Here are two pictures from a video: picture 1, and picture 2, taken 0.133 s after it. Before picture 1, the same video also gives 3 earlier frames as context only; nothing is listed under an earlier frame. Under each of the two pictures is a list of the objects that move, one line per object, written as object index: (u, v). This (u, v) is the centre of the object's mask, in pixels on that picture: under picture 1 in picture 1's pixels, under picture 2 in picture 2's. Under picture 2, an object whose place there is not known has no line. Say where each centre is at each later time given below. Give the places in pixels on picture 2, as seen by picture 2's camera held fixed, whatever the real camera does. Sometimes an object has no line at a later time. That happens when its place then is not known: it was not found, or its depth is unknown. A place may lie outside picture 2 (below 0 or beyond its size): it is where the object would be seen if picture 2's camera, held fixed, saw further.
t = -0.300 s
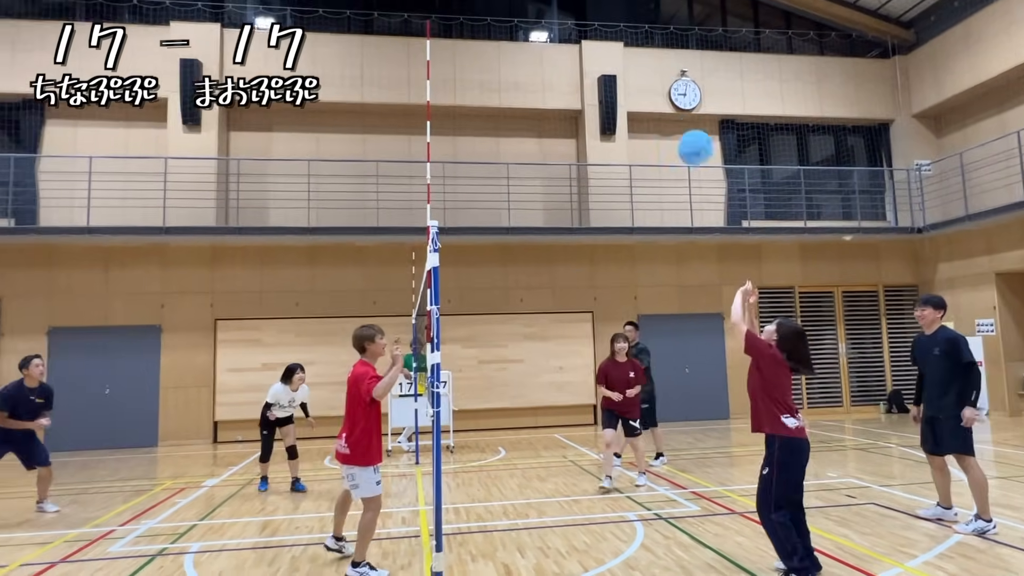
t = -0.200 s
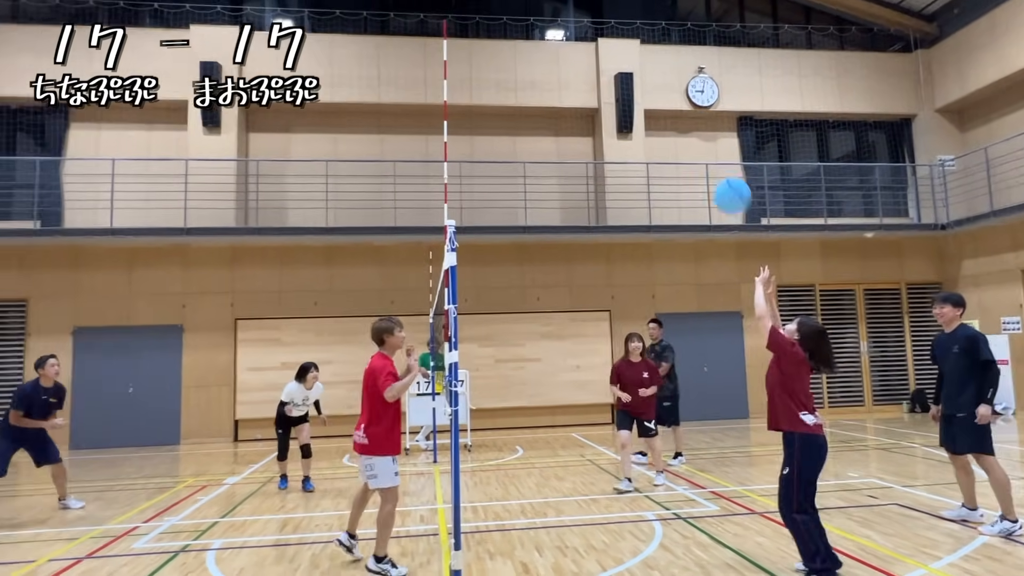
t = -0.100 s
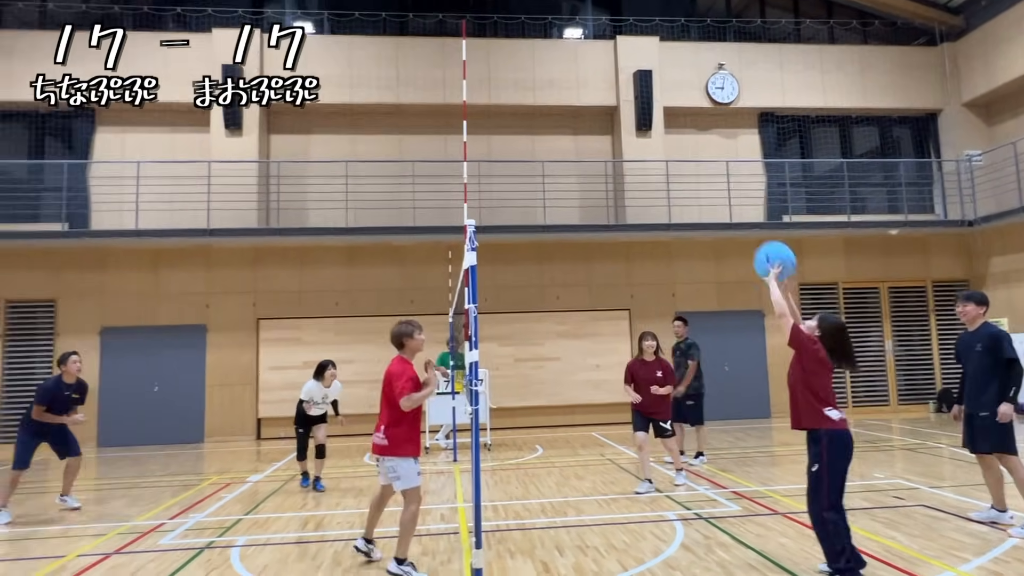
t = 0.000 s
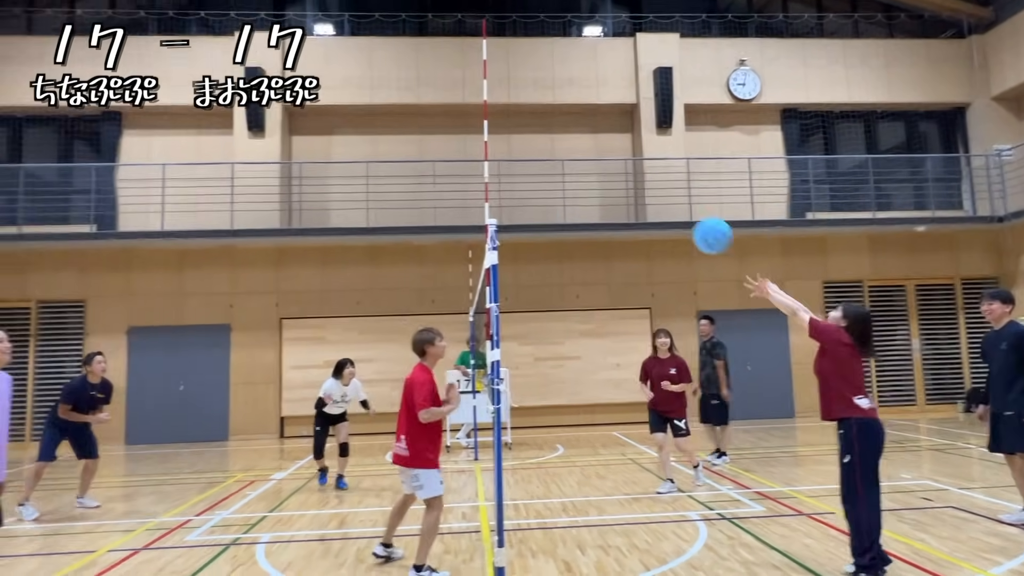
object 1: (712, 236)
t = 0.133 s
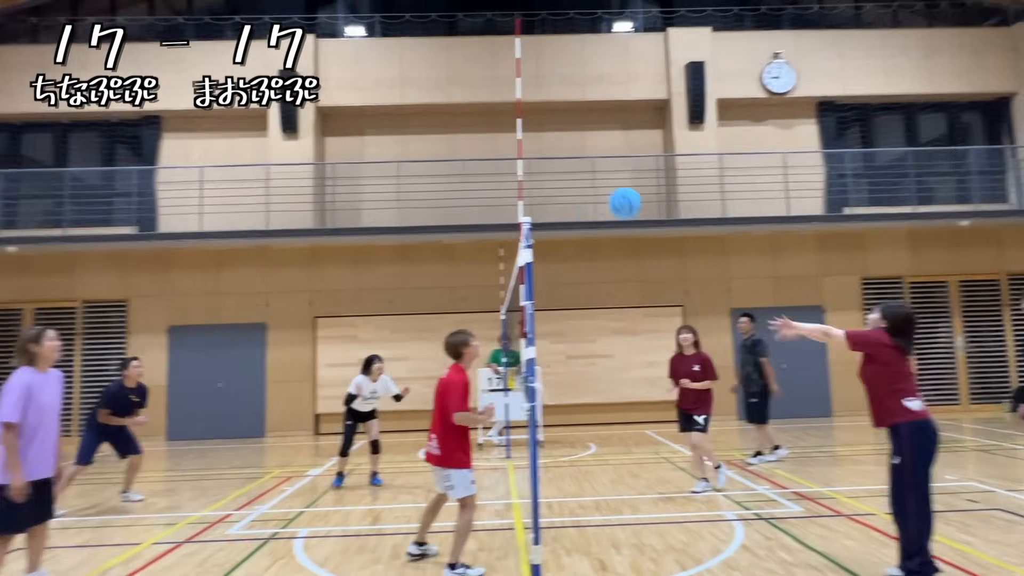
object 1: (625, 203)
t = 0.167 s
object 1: (599, 200)
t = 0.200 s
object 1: (575, 199)
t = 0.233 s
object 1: (552, 199)
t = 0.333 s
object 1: (497, 207)
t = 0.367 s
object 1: (479, 213)
